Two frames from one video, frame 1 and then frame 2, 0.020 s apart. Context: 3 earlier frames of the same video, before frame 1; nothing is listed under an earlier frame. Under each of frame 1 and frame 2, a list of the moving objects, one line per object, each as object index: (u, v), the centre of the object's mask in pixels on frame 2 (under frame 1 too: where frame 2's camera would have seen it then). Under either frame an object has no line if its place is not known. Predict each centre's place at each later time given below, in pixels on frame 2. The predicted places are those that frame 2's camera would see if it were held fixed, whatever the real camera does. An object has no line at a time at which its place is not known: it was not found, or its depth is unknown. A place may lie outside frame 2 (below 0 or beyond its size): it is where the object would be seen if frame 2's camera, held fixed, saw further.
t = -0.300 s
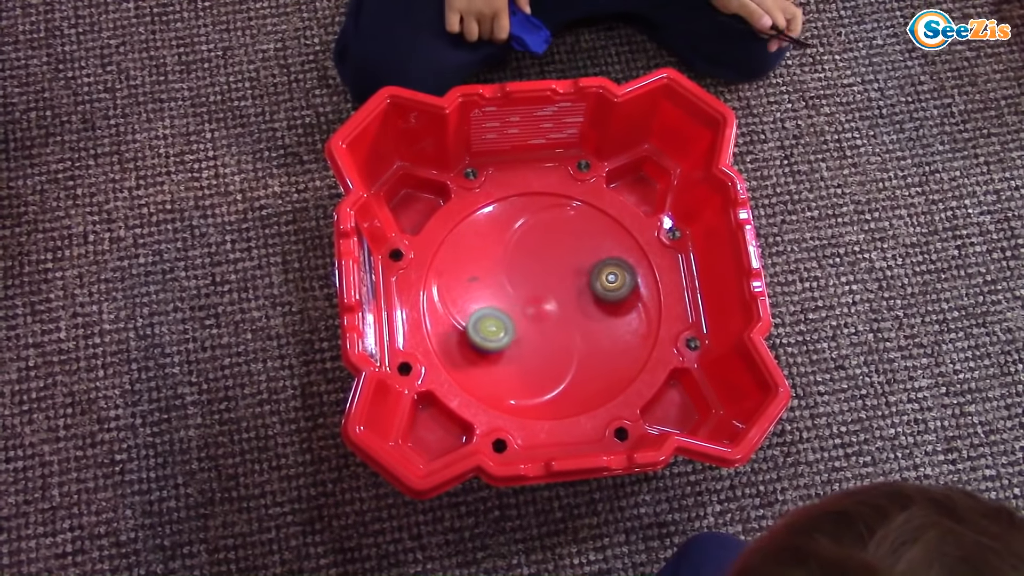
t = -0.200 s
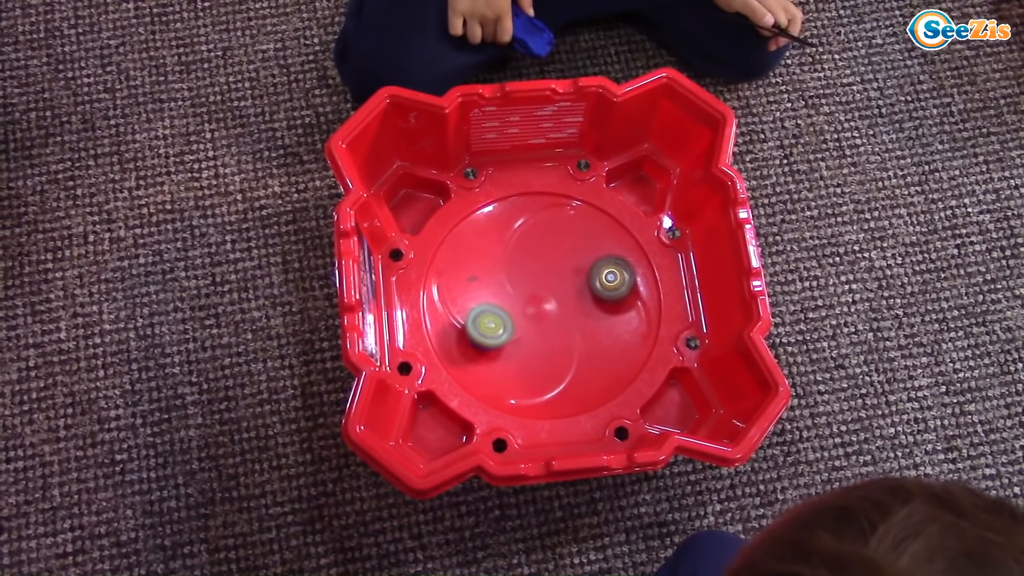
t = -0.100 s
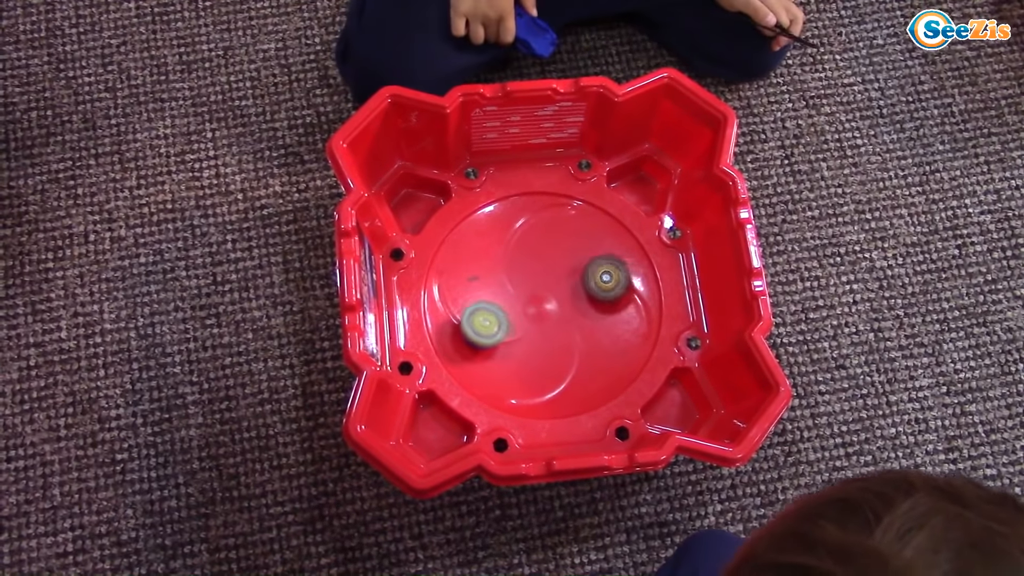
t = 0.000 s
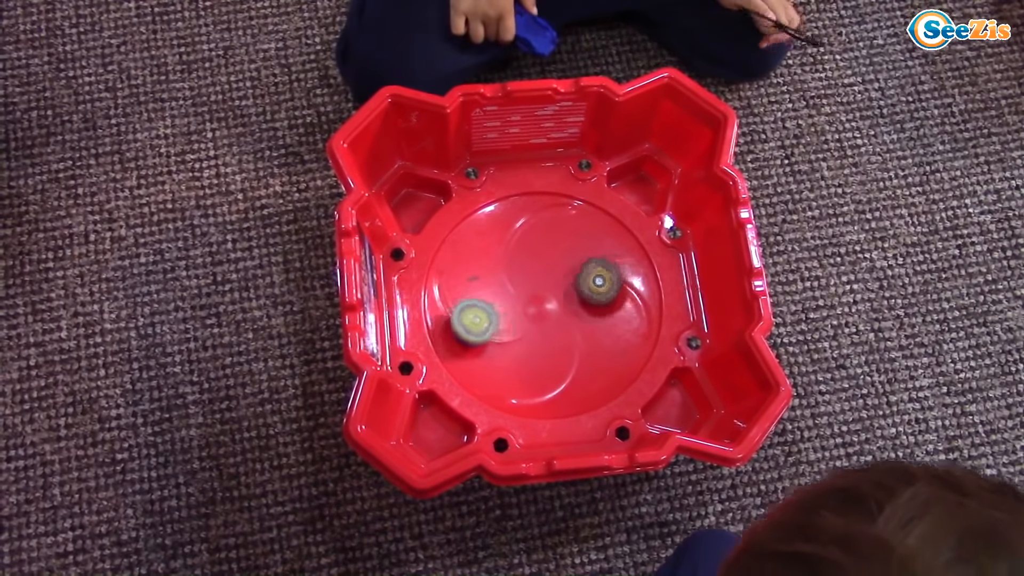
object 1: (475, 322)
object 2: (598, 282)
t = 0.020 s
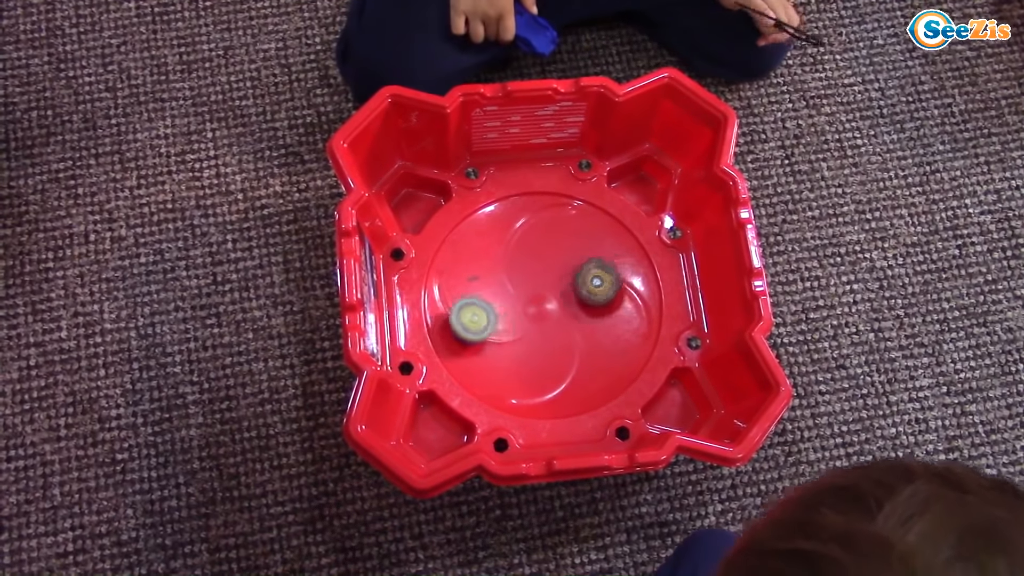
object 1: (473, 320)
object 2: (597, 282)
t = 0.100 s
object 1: (466, 312)
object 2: (588, 288)
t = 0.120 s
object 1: (466, 310)
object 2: (586, 289)
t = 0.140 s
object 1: (465, 308)
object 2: (584, 291)
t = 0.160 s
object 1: (465, 307)
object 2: (583, 293)
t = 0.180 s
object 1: (466, 305)
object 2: (581, 296)
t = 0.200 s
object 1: (467, 304)
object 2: (579, 298)
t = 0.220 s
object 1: (468, 303)
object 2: (577, 299)
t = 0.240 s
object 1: (469, 302)
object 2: (576, 302)
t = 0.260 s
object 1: (471, 301)
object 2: (574, 304)
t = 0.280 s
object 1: (473, 301)
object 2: (572, 307)
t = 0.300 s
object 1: (475, 300)
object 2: (571, 308)
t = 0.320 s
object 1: (477, 299)
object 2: (569, 311)
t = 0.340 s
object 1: (480, 297)
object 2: (569, 314)
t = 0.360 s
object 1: (483, 297)
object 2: (567, 315)
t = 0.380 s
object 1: (486, 296)
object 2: (566, 319)
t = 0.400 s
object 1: (489, 296)
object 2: (566, 320)
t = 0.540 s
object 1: (513, 291)
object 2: (564, 335)
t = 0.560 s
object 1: (516, 291)
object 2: (564, 337)
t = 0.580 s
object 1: (520, 290)
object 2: (565, 339)
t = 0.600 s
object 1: (523, 289)
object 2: (565, 339)
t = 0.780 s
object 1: (554, 281)
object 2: (569, 345)
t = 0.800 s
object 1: (557, 280)
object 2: (570, 345)
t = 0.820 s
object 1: (561, 279)
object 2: (571, 345)
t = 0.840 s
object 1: (564, 278)
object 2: (571, 343)
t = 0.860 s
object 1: (567, 277)
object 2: (571, 343)
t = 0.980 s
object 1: (584, 271)
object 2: (570, 337)
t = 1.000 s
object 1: (587, 270)
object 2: (570, 336)
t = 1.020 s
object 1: (589, 269)
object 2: (569, 335)
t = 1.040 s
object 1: (591, 270)
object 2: (568, 333)
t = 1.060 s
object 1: (592, 270)
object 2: (567, 332)
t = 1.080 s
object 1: (593, 270)
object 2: (566, 330)
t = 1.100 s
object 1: (594, 271)
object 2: (564, 329)
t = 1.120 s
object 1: (596, 271)
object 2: (563, 328)
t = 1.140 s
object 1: (597, 272)
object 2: (561, 327)
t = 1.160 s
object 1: (598, 272)
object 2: (559, 326)
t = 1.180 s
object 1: (600, 272)
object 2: (558, 324)
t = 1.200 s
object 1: (601, 272)
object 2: (556, 323)
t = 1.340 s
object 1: (614, 276)
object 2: (545, 317)
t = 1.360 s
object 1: (616, 277)
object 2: (544, 318)
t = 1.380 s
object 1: (618, 278)
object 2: (543, 317)
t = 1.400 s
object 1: (620, 279)
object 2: (541, 318)
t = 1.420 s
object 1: (622, 281)
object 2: (540, 319)
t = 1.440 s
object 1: (624, 282)
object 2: (538, 320)
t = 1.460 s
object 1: (626, 283)
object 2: (537, 321)
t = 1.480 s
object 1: (628, 285)
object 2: (535, 321)
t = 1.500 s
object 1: (630, 286)
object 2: (534, 322)
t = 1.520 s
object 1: (632, 288)
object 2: (532, 322)
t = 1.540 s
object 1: (633, 290)
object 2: (530, 323)
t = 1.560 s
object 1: (634, 292)
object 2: (529, 324)
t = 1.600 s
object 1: (637, 296)
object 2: (527, 326)
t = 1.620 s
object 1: (638, 298)
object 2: (526, 326)
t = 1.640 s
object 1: (640, 301)
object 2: (524, 328)
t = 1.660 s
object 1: (640, 303)
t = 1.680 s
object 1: (641, 306)
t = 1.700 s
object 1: (641, 308)
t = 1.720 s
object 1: (641, 310)
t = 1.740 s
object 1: (641, 312)
